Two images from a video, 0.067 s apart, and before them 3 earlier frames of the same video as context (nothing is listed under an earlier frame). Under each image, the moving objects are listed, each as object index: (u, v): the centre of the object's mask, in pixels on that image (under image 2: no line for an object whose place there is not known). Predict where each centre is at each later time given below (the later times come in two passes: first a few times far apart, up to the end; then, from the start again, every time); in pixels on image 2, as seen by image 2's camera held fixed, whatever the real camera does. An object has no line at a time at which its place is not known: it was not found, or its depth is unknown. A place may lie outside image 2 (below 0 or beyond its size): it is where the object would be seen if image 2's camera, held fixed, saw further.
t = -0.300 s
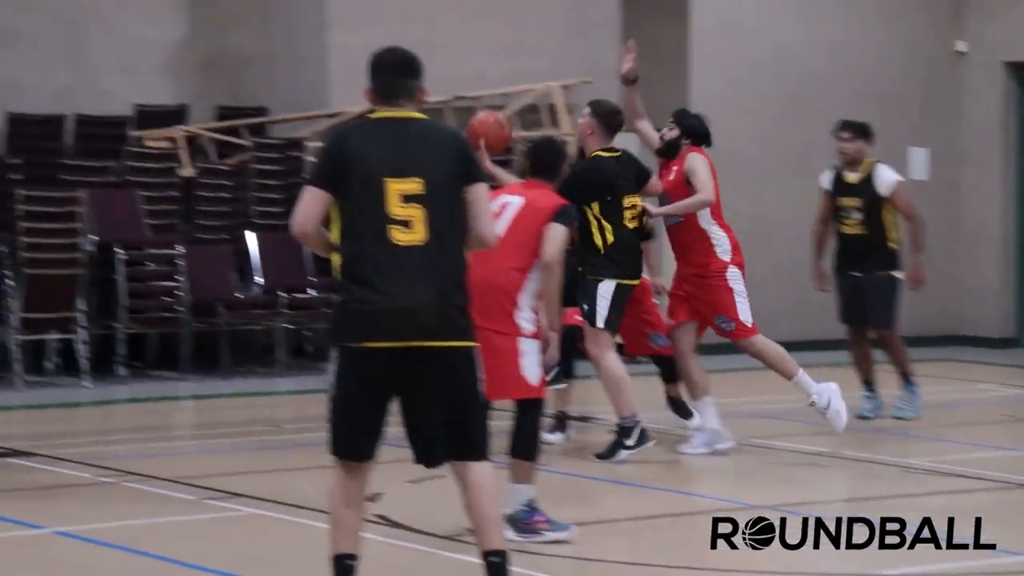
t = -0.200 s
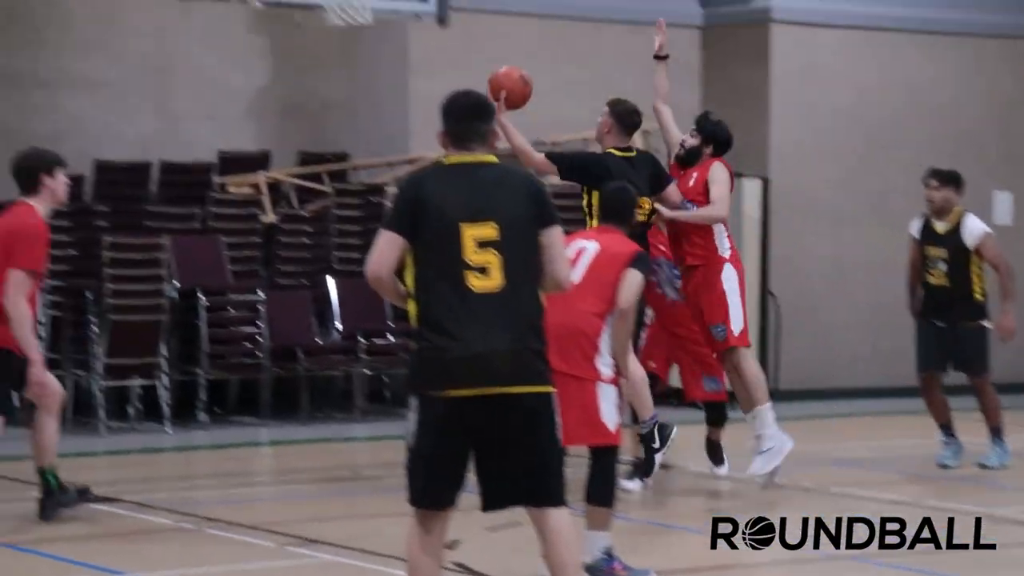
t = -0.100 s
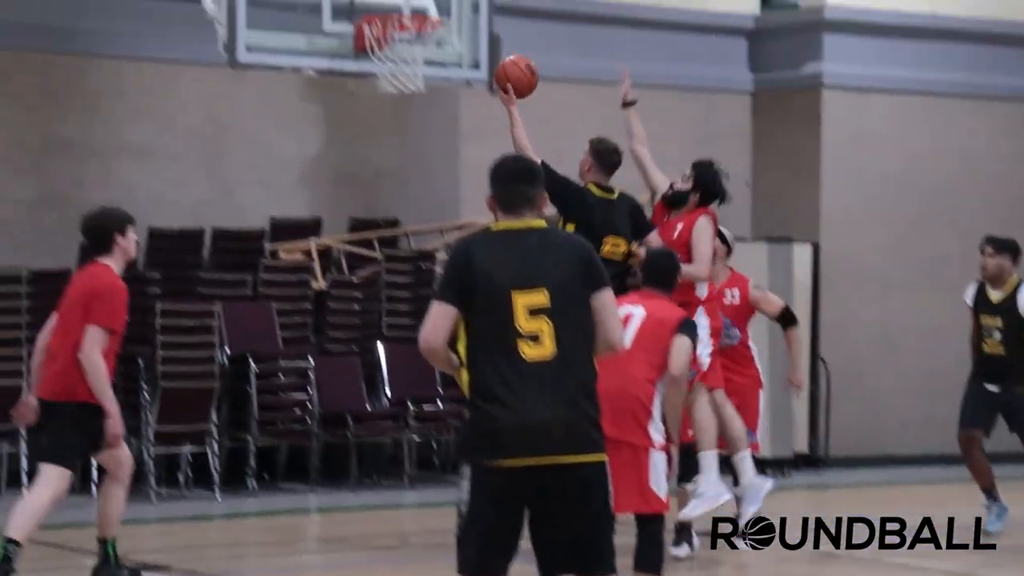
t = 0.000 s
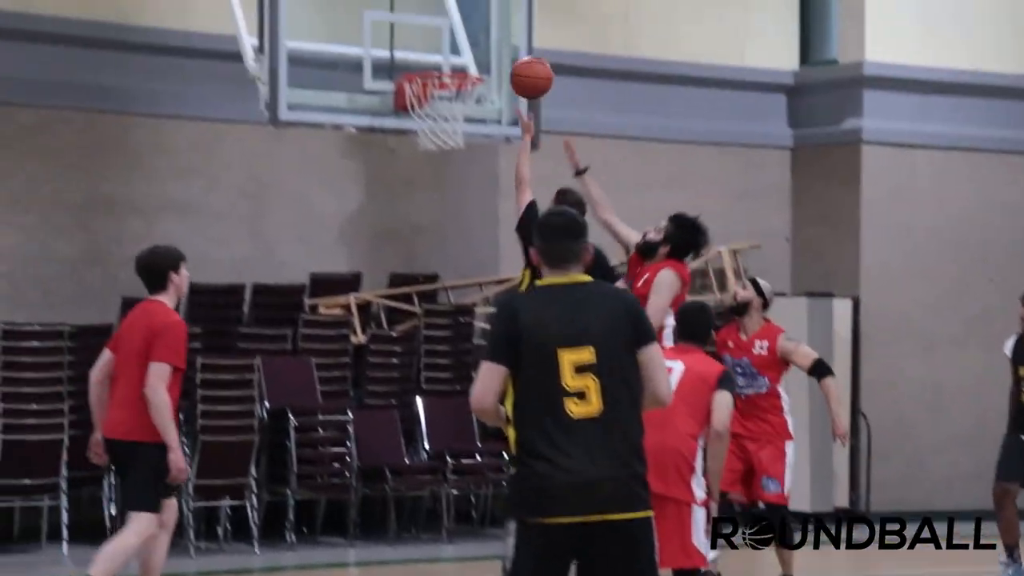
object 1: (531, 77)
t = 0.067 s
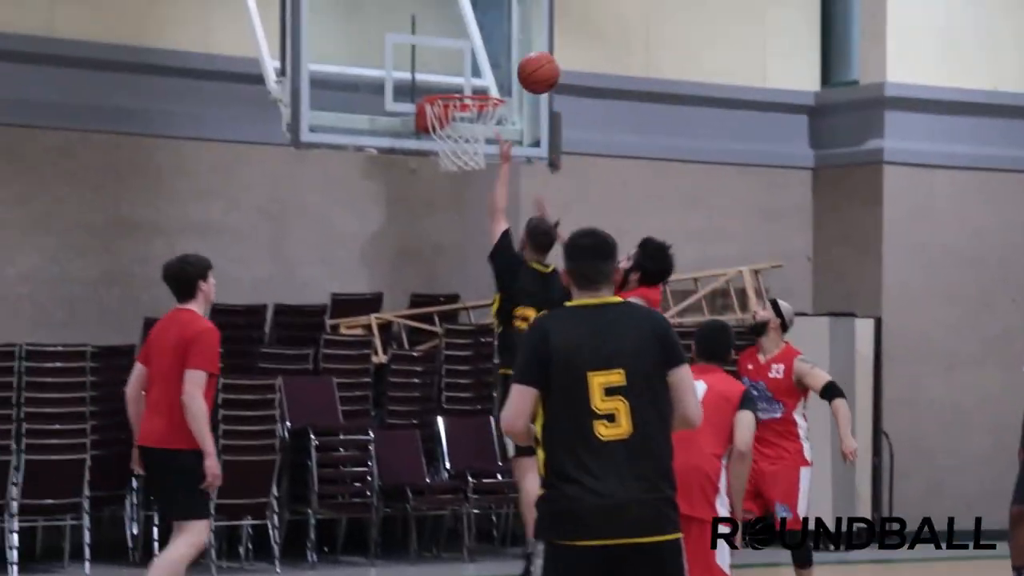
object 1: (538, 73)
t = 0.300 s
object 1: (490, 45)
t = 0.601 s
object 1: (480, 89)
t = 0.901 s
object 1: (491, 127)
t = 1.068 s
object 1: (498, 135)
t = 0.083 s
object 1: (535, 68)
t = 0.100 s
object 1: (531, 63)
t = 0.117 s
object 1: (527, 59)
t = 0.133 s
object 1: (523, 55)
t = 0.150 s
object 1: (520, 52)
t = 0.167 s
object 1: (516, 50)
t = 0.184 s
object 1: (513, 48)
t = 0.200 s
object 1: (510, 46)
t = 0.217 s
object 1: (506, 44)
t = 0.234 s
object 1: (503, 43)
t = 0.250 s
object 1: (499, 43)
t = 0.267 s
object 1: (496, 43)
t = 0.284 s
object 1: (492, 44)
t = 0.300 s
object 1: (490, 45)
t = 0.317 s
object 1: (487, 47)
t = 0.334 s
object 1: (483, 49)
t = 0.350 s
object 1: (480, 51)
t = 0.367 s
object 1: (477, 54)
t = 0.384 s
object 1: (474, 58)
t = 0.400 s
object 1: (471, 62)
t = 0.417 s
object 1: (467, 66)
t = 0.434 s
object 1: (464, 71)
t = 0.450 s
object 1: (462, 76)
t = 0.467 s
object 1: (458, 79)
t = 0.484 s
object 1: (455, 83)
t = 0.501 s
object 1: (452, 87)
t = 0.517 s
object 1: (452, 88)
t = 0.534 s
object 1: (458, 88)
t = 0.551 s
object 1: (463, 88)
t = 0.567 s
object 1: (469, 88)
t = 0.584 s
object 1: (474, 89)
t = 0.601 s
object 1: (480, 89)
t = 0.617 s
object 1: (483, 90)
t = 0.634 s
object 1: (479, 89)
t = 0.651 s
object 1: (473, 89)
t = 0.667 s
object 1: (468, 89)
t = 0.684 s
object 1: (462, 89)
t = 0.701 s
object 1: (457, 89)
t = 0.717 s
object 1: (452, 91)
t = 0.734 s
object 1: (447, 91)
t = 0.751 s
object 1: (448, 92)
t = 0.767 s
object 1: (452, 92)
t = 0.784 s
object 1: (461, 106)
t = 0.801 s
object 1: (460, 111)
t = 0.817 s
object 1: (468, 116)
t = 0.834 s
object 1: (473, 117)
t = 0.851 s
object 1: (478, 118)
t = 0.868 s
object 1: (482, 121)
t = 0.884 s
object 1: (487, 125)
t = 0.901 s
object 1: (491, 127)
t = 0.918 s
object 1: (493, 129)
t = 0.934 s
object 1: (496, 129)
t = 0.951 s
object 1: (498, 131)
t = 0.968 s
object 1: (499, 132)
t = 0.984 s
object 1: (500, 132)
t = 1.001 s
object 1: (500, 132)
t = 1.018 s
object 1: (500, 133)
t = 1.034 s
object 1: (500, 134)
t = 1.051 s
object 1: (499, 135)
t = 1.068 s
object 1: (498, 135)
